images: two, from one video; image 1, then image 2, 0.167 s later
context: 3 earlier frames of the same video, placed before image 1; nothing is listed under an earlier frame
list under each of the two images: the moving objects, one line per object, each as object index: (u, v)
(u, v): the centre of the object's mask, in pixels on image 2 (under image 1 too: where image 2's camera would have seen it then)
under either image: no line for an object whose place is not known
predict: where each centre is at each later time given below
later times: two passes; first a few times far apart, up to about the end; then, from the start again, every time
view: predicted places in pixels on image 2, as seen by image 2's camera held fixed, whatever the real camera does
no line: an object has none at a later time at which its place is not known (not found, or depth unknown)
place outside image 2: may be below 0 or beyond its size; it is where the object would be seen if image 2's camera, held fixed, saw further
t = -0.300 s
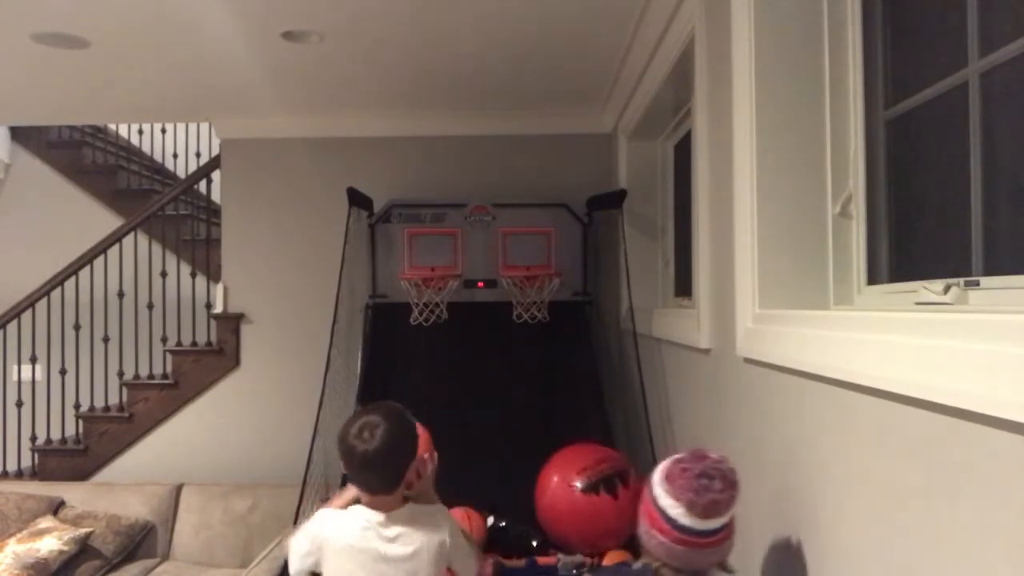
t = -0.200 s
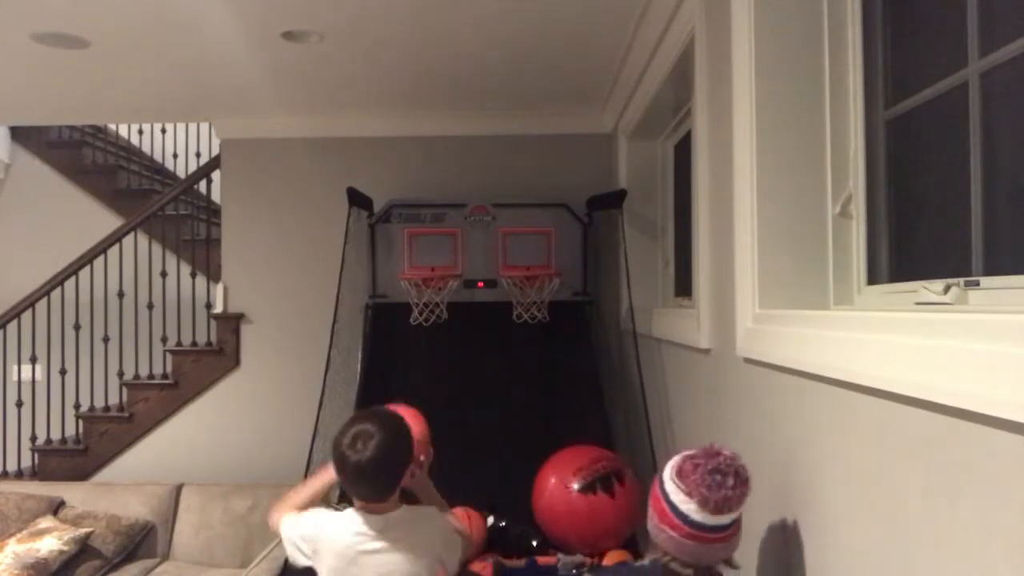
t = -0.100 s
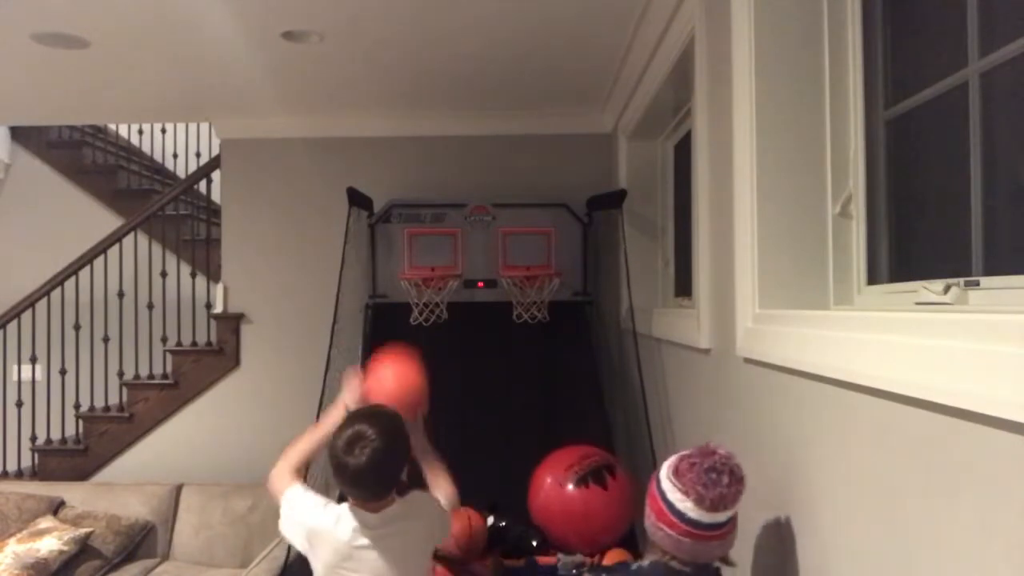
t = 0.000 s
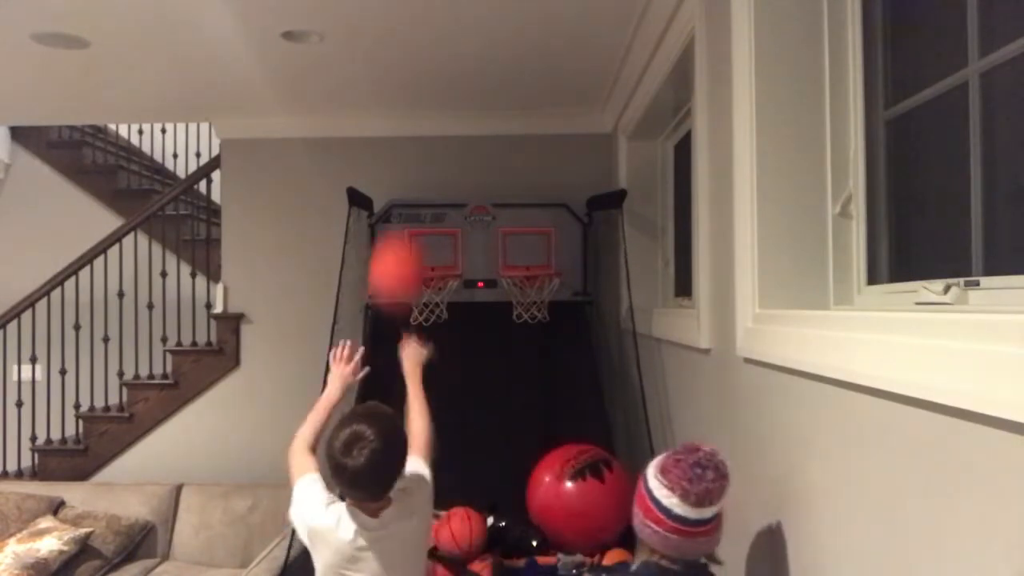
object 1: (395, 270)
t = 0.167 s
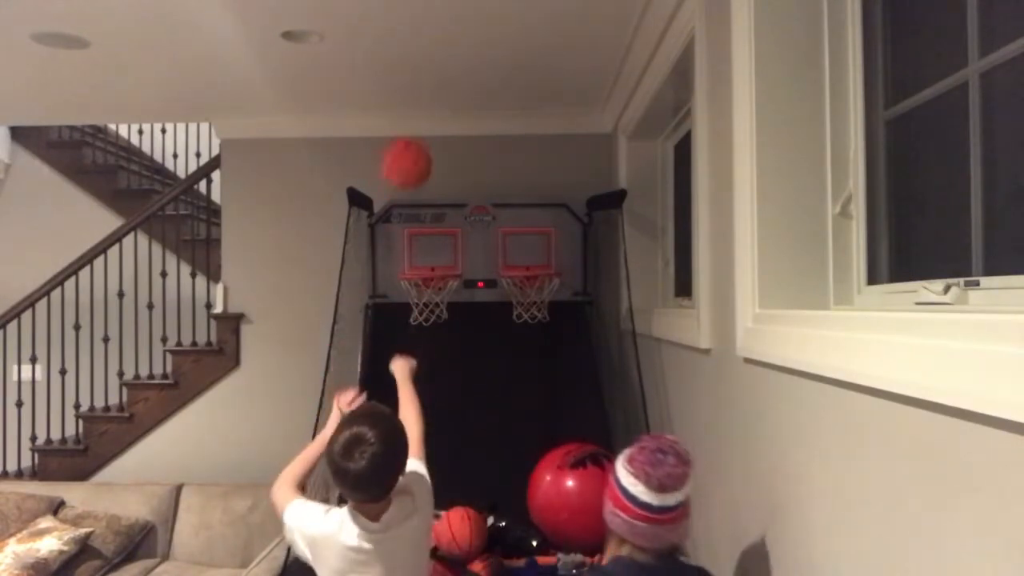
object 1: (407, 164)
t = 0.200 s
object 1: (408, 156)
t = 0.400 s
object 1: (413, 170)
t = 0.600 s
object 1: (420, 254)
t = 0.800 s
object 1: (455, 326)
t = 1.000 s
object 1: (510, 396)
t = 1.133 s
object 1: (547, 446)
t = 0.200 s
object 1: (408, 156)
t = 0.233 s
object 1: (408, 152)
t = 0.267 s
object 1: (410, 151)
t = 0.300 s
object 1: (410, 152)
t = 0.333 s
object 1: (410, 155)
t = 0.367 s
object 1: (412, 162)
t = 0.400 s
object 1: (413, 170)
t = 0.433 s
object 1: (414, 179)
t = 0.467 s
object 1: (415, 190)
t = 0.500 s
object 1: (416, 204)
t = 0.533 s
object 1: (417, 219)
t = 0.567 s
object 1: (419, 236)
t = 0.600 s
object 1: (420, 254)
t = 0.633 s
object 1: (421, 267)
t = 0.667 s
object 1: (423, 291)
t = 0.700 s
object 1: (430, 304)
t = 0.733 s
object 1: (439, 317)
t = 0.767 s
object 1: (448, 322)
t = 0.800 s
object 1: (455, 326)
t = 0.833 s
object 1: (464, 333)
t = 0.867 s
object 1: (473, 341)
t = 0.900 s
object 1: (482, 352)
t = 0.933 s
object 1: (491, 365)
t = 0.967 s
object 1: (501, 380)
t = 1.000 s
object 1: (510, 396)
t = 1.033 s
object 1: (520, 413)
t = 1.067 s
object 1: (531, 427)
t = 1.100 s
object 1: (540, 439)
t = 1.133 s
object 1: (547, 446)
